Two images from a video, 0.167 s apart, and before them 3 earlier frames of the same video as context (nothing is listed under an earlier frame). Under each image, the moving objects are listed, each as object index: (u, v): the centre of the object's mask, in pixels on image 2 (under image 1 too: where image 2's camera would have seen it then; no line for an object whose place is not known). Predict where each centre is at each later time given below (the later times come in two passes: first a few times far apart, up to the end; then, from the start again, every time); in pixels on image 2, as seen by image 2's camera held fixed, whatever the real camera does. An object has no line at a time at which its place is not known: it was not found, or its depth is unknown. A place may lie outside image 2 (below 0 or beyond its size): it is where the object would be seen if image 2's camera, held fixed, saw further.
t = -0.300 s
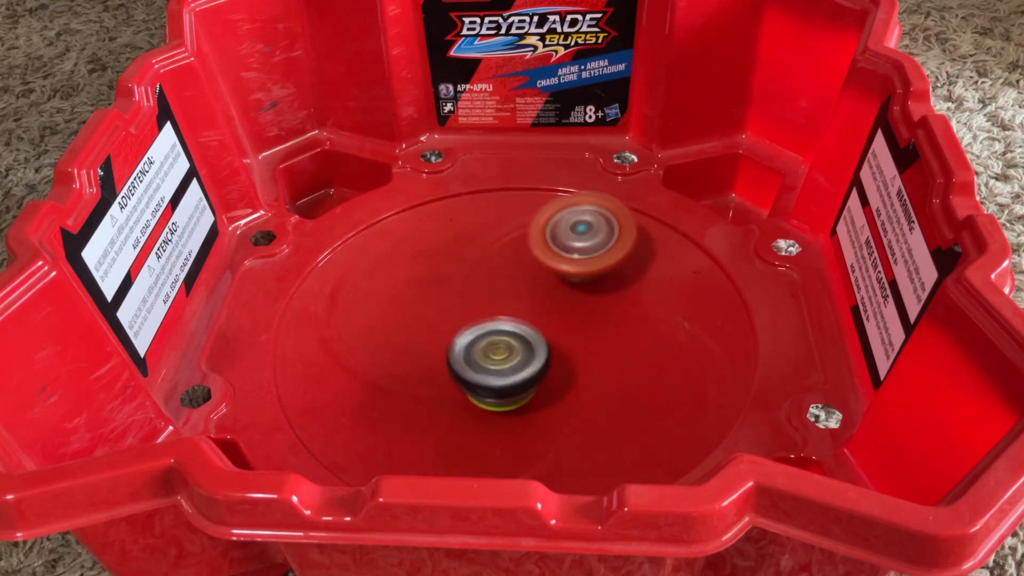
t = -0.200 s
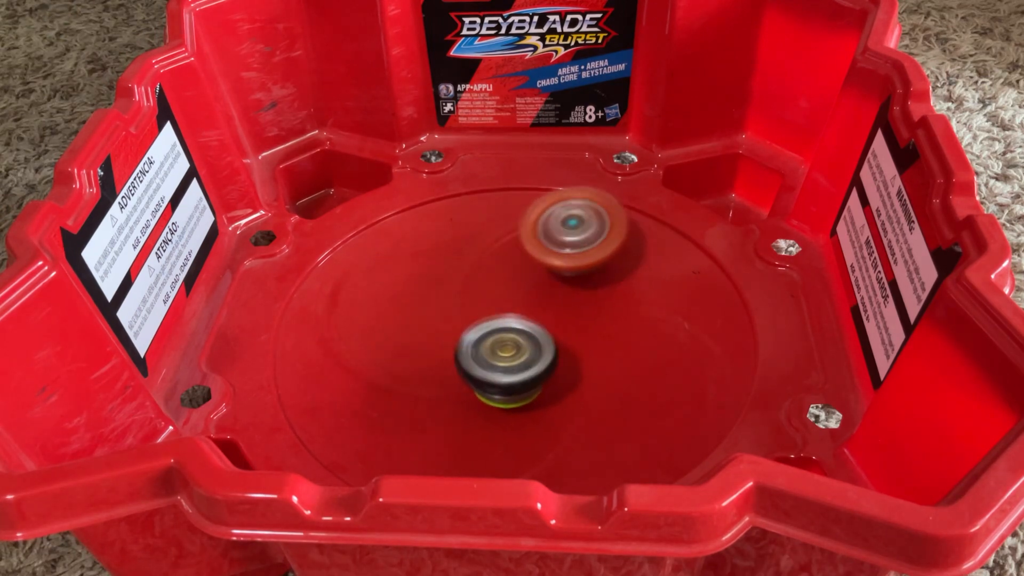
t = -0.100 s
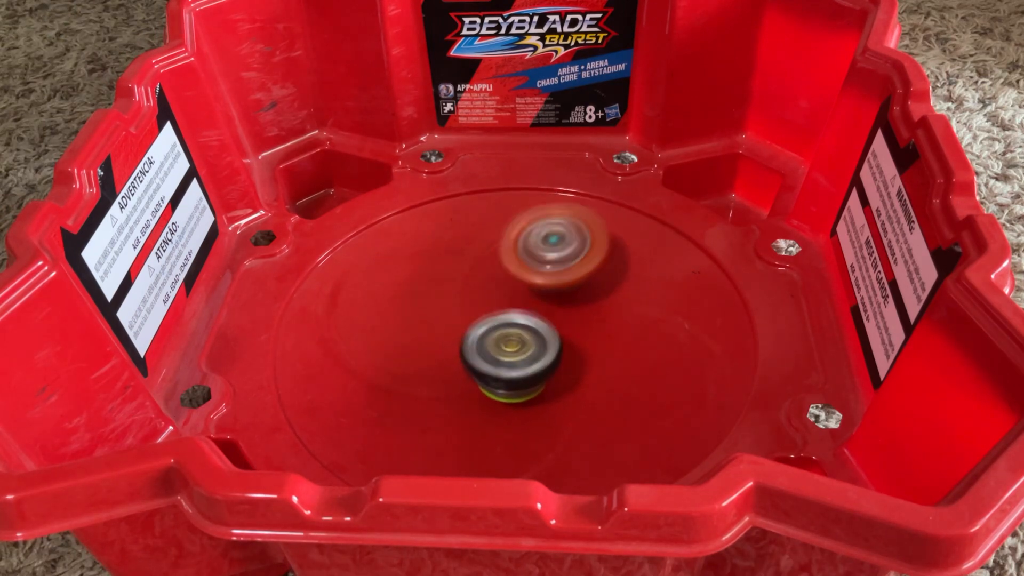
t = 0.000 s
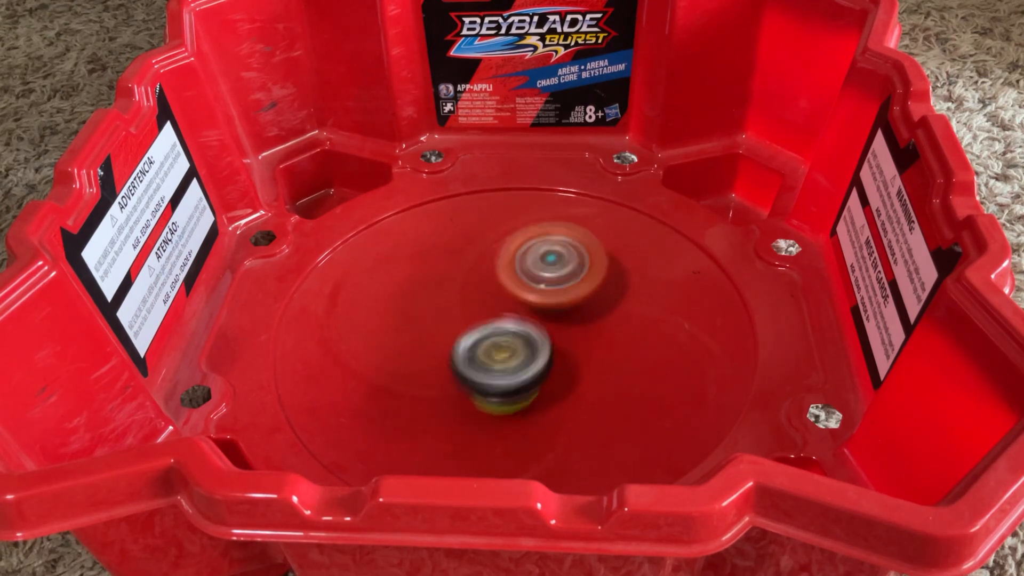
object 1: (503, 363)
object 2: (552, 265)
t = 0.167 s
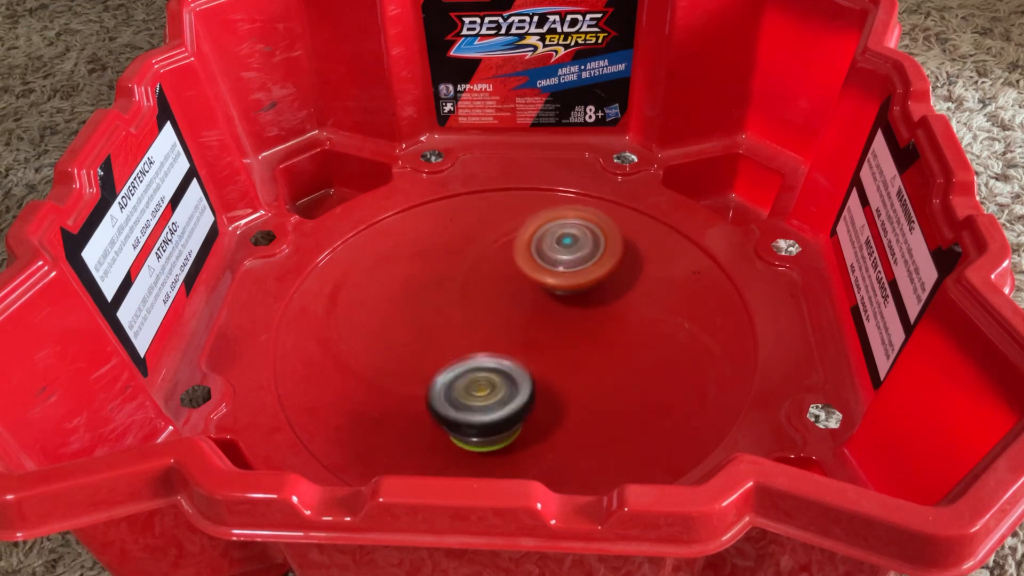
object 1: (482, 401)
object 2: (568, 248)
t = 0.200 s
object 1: (482, 403)
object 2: (566, 247)
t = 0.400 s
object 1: (486, 400)
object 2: (544, 277)
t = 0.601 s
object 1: (447, 398)
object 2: (586, 307)
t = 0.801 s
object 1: (420, 387)
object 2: (614, 277)
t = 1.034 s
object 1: (438, 340)
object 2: (552, 275)
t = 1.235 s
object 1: (399, 310)
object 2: (570, 284)
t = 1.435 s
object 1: (429, 281)
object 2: (610, 266)
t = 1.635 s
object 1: (467, 256)
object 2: (569, 284)
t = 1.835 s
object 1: (494, 244)
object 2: (589, 329)
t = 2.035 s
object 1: (548, 257)
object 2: (605, 362)
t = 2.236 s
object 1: (589, 281)
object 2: (581, 367)
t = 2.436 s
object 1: (615, 306)
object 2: (499, 370)
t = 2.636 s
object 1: (609, 341)
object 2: (437, 363)
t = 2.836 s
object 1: (574, 369)
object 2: (406, 336)
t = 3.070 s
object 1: (508, 379)
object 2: (412, 292)
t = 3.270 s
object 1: (454, 362)
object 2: (449, 260)
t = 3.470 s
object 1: (422, 330)
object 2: (499, 242)
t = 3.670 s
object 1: (420, 295)
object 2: (550, 242)
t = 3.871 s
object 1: (445, 269)
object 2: (589, 262)
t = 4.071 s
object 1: (489, 257)
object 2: (608, 296)
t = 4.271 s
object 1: (536, 260)
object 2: (597, 333)
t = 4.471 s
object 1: (577, 279)
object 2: (553, 361)
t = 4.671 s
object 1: (596, 312)
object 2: (501, 369)
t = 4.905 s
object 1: (583, 352)
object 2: (445, 349)
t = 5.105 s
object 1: (542, 373)
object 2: (425, 319)
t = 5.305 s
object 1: (492, 374)
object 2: (434, 285)
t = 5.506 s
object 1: (454, 351)
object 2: (468, 260)
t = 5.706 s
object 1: (433, 320)
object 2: (513, 247)
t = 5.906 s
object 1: (437, 296)
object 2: (563, 239)
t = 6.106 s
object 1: (466, 277)
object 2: (597, 258)
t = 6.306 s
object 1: (501, 266)
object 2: (601, 301)
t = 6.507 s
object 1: (518, 267)
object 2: (604, 346)
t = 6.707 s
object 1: (541, 284)
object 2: (555, 373)
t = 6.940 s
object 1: (563, 297)
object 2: (466, 379)
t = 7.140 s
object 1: (560, 309)
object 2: (420, 355)
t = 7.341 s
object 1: (543, 324)
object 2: (422, 312)
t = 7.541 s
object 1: (537, 343)
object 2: (458, 281)
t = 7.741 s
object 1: (529, 355)
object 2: (512, 270)
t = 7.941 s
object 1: (503, 369)
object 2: (559, 284)
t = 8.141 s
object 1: (475, 368)
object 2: (575, 315)
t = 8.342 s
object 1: (438, 356)
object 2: (562, 345)
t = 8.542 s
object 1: (418, 324)
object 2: (537, 352)
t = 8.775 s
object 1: (443, 280)
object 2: (504, 344)
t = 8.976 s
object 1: (498, 265)
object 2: (504, 337)
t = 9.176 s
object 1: (560, 284)
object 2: (491, 335)
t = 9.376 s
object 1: (588, 325)
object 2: (484, 336)
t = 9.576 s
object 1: (573, 375)
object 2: (464, 318)
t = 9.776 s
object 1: (506, 393)
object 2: (470, 292)
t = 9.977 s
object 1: (451, 367)
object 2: (502, 279)
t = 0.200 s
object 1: (482, 403)
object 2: (566, 247)
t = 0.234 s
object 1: (482, 404)
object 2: (563, 248)
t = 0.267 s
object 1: (483, 405)
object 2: (558, 251)
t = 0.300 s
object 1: (484, 405)
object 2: (553, 255)
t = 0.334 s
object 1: (484, 404)
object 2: (549, 262)
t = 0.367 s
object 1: (485, 402)
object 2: (546, 269)
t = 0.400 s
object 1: (486, 400)
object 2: (544, 277)
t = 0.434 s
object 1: (486, 397)
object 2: (544, 287)
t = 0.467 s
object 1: (487, 394)
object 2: (545, 296)
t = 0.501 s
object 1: (487, 390)
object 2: (547, 305)
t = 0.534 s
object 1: (483, 387)
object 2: (553, 312)
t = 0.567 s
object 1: (463, 394)
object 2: (571, 310)
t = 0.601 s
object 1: (447, 398)
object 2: (586, 307)
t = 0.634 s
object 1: (436, 400)
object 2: (597, 304)
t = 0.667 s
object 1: (428, 400)
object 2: (606, 299)
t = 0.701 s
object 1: (423, 398)
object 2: (612, 294)
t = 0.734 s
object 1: (421, 395)
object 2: (616, 288)
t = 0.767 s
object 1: (420, 392)
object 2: (616, 282)
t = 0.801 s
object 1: (420, 387)
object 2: (614, 277)
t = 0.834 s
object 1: (421, 382)
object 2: (608, 274)
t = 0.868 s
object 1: (423, 376)
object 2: (601, 271)
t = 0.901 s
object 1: (426, 369)
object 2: (593, 269)
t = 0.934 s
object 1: (430, 362)
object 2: (586, 268)
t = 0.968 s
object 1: (432, 355)
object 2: (577, 269)
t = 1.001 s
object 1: (435, 347)
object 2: (566, 271)
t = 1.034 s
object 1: (438, 340)
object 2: (552, 275)
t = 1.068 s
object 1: (442, 333)
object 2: (539, 281)
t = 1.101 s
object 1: (433, 327)
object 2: (539, 283)
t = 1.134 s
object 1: (417, 324)
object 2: (548, 285)
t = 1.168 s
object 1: (405, 319)
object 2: (554, 286)
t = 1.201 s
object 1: (399, 314)
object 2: (562, 286)
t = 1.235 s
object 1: (399, 310)
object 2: (570, 284)
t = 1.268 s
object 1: (401, 305)
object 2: (579, 283)
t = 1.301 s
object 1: (405, 300)
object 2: (587, 280)
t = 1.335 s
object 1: (410, 295)
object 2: (594, 277)
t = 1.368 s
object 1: (416, 290)
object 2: (599, 273)
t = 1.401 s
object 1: (422, 285)
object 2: (604, 269)
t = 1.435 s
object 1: (429, 281)
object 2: (610, 266)
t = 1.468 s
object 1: (436, 277)
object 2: (610, 265)
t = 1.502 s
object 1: (445, 273)
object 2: (603, 265)
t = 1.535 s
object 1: (452, 269)
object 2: (591, 267)
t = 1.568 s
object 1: (460, 266)
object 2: (577, 271)
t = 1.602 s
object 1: (468, 263)
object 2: (568, 275)
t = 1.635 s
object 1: (467, 256)
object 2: (569, 284)
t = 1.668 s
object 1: (466, 250)
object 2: (572, 293)
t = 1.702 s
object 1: (467, 246)
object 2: (573, 301)
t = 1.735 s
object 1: (471, 245)
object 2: (576, 309)
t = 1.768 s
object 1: (477, 243)
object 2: (580, 316)
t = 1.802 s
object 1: (486, 243)
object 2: (585, 323)
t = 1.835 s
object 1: (494, 244)
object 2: (589, 329)
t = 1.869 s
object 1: (503, 246)
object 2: (593, 336)
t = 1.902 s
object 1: (512, 247)
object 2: (596, 343)
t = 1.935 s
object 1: (521, 249)
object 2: (599, 348)
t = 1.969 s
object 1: (530, 251)
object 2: (601, 353)
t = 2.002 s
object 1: (539, 254)
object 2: (603, 358)
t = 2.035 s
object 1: (548, 257)
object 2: (605, 362)
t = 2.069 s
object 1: (556, 260)
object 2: (605, 365)
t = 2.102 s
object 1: (564, 264)
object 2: (605, 367)
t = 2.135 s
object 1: (571, 268)
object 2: (602, 368)
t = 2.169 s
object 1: (578, 273)
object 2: (597, 368)
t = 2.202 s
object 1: (585, 277)
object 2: (590, 367)
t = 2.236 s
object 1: (589, 281)
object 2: (581, 367)
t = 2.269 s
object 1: (595, 284)
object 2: (571, 365)
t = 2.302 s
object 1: (601, 289)
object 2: (558, 363)
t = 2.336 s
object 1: (608, 293)
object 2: (541, 366)
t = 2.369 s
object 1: (611, 296)
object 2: (526, 367)
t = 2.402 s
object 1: (614, 300)
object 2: (512, 369)
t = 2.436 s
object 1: (615, 306)
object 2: (499, 370)
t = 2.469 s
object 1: (616, 311)
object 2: (487, 371)
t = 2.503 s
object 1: (616, 318)
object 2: (476, 371)
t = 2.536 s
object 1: (615, 323)
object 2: (465, 369)
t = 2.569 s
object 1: (614, 329)
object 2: (455, 368)
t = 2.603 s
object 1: (611, 336)
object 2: (446, 366)
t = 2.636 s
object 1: (609, 341)
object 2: (437, 363)
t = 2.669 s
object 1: (606, 347)
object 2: (429, 360)
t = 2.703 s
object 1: (601, 352)
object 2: (422, 356)
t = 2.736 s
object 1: (595, 357)
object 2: (415, 352)
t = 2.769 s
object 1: (589, 362)
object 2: (410, 347)
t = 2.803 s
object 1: (582, 366)
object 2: (409, 341)
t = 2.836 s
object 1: (574, 369)
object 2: (406, 336)
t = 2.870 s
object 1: (564, 373)
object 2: (404, 330)
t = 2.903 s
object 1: (556, 375)
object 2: (403, 325)
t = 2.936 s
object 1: (547, 377)
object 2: (403, 318)
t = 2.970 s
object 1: (537, 380)
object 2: (404, 312)
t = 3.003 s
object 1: (528, 380)
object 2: (406, 305)
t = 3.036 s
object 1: (518, 380)
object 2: (409, 299)
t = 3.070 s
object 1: (508, 379)
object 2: (412, 292)
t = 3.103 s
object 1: (499, 378)
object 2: (417, 286)
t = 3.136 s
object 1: (490, 376)
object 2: (422, 280)
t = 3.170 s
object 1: (480, 373)
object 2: (428, 274)
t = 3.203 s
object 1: (472, 370)
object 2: (435, 269)
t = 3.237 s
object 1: (464, 366)
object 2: (442, 264)
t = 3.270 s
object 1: (454, 362)
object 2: (449, 260)
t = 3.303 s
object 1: (447, 358)
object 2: (457, 256)
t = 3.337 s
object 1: (442, 353)
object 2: (466, 253)
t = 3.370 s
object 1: (435, 347)
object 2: (474, 249)
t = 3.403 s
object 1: (430, 341)
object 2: (482, 246)
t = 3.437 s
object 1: (426, 336)
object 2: (490, 244)
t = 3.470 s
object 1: (422, 330)
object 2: (499, 242)
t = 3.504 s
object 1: (420, 323)
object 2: (508, 241)
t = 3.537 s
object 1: (418, 318)
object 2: (517, 240)
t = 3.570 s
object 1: (417, 312)
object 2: (525, 240)
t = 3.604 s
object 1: (417, 306)
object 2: (534, 240)
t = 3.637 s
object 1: (418, 300)
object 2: (542, 241)
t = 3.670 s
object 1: (420, 295)
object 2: (550, 242)
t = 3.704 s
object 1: (421, 290)
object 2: (557, 244)
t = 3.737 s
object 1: (425, 285)
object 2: (565, 247)
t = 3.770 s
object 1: (429, 281)
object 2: (572, 250)
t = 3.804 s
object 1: (433, 277)
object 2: (578, 253)
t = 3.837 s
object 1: (439, 273)
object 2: (584, 257)
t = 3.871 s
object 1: (445, 269)
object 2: (589, 262)
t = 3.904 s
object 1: (450, 267)
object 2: (594, 268)
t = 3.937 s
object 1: (457, 264)
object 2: (597, 273)
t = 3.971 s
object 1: (465, 262)
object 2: (602, 278)
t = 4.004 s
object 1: (472, 260)
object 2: (605, 284)
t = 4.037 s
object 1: (480, 258)
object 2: (607, 290)
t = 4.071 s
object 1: (489, 257)
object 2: (608, 296)
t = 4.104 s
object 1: (497, 257)
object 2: (609, 302)
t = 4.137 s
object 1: (505, 256)
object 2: (608, 308)
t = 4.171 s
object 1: (513, 256)
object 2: (607, 314)
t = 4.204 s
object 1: (521, 257)
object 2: (605, 321)
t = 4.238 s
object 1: (529, 259)
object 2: (601, 327)
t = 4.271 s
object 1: (536, 260)
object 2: (597, 333)
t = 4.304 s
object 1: (544, 262)
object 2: (592, 339)
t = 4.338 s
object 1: (551, 264)
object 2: (586, 345)
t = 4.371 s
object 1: (557, 267)
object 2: (579, 350)
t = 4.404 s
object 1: (564, 270)
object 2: (571, 355)
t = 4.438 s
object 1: (571, 273)
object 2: (561, 359)
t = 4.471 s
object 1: (577, 279)
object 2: (553, 361)
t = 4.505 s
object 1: (582, 284)
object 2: (544, 364)
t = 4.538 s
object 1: (587, 289)
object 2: (536, 367)
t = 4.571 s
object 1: (591, 294)
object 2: (527, 368)
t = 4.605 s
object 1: (593, 301)
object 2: (519, 369)
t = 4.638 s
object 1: (595, 306)
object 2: (510, 369)
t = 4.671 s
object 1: (596, 312)
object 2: (501, 369)
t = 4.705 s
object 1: (597, 318)
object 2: (492, 368)
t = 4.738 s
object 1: (596, 325)
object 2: (483, 366)
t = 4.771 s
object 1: (595, 330)
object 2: (474, 364)
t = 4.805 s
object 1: (593, 336)
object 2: (466, 360)
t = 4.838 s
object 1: (591, 341)
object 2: (458, 357)
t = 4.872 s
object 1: (587, 347)
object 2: (451, 353)
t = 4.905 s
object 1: (583, 352)
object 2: (445, 349)
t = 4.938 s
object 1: (578, 357)
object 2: (440, 344)
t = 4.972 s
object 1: (572, 361)
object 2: (435, 339)
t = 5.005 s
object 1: (564, 365)
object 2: (431, 335)
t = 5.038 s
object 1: (557, 368)
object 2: (429, 329)
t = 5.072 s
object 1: (550, 371)
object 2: (427, 322)
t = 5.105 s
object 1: (542, 373)
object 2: (425, 319)
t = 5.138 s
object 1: (534, 375)
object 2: (425, 313)
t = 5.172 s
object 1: (525, 376)
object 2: (425, 307)
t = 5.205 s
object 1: (517, 376)
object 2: (426, 301)
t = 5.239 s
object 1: (509, 376)
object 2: (428, 295)
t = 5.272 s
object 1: (501, 375)
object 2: (431, 290)
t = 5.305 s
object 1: (492, 374)
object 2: (434, 285)
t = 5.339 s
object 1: (485, 372)
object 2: (438, 279)
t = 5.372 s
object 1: (478, 369)
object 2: (443, 274)
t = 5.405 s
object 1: (471, 365)
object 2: (448, 270)
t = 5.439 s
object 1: (465, 361)
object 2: (454, 266)
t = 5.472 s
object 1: (458, 357)
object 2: (462, 263)
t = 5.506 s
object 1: (454, 351)
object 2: (468, 260)
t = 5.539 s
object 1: (450, 346)
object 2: (474, 257)
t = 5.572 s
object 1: (446, 340)
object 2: (480, 254)
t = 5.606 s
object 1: (442, 335)
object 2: (487, 252)
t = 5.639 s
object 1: (439, 329)
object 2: (494, 251)
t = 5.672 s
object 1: (438, 323)
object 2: (501, 250)
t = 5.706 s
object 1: (433, 320)
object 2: (513, 247)
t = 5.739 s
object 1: (430, 317)
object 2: (524, 245)
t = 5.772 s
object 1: (430, 313)
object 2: (533, 243)
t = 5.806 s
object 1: (431, 309)
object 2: (542, 241)
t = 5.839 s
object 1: (432, 304)
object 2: (549, 240)
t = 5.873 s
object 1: (434, 300)
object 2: (556, 239)
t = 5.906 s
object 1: (437, 296)
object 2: (563, 239)
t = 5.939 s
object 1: (441, 292)
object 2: (568, 240)
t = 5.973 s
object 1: (445, 288)
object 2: (575, 242)
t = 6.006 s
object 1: (450, 285)
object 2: (582, 245)
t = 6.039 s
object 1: (455, 282)
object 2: (588, 249)
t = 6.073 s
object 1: (460, 279)
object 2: (593, 253)
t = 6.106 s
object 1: (466, 277)
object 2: (597, 258)
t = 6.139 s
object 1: (473, 274)
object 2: (600, 263)
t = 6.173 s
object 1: (480, 272)
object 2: (599, 271)
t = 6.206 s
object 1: (486, 271)
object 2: (598, 278)
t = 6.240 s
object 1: (493, 270)
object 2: (597, 285)
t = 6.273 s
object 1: (498, 270)
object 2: (598, 292)
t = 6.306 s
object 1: (501, 266)
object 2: (601, 301)
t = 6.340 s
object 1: (499, 264)
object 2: (607, 312)
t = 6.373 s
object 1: (500, 263)
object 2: (608, 319)
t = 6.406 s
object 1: (503, 264)
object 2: (608, 326)
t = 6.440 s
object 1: (508, 265)
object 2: (609, 334)
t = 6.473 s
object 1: (513, 266)
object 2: (607, 340)
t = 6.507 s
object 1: (518, 267)
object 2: (604, 346)
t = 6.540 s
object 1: (523, 270)
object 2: (599, 352)
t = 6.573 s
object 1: (527, 272)
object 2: (593, 357)
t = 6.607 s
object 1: (530, 274)
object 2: (585, 362)
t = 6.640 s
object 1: (534, 277)
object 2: (577, 368)
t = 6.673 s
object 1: (537, 281)
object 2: (566, 371)
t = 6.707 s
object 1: (541, 284)
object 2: (555, 373)
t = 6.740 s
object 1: (543, 287)
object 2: (544, 374)
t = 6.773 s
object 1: (545, 291)
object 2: (534, 375)
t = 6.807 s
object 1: (547, 295)
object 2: (522, 374)
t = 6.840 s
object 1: (548, 298)
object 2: (512, 373)
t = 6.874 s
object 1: (552, 301)
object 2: (497, 374)
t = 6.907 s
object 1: (559, 298)
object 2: (480, 379)
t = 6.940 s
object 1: (563, 297)
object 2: (466, 379)
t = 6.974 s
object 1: (564, 297)
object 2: (455, 378)
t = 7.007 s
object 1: (564, 299)
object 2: (446, 376)
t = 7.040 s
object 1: (564, 301)
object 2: (437, 371)
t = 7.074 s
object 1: (563, 304)
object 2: (431, 367)
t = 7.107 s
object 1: (562, 307)
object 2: (424, 361)
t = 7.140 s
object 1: (560, 309)
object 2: (420, 355)
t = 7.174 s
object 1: (558, 312)
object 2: (416, 348)
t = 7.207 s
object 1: (556, 315)
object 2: (415, 341)
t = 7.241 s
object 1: (554, 317)
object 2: (415, 334)
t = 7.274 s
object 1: (551, 320)
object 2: (416, 327)
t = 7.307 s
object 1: (547, 322)
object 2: (418, 320)
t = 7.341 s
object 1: (543, 324)
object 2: (422, 312)
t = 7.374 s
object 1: (539, 326)
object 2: (427, 307)
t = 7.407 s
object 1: (536, 329)
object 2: (432, 301)
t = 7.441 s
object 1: (537, 335)
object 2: (436, 294)
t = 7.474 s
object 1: (538, 339)
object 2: (443, 288)
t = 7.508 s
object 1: (538, 341)
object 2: (451, 284)
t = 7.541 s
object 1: (537, 343)
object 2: (458, 281)
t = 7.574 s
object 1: (536, 344)
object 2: (467, 278)
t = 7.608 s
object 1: (534, 345)
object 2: (475, 275)
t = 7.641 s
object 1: (533, 347)
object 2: (483, 273)
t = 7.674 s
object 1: (531, 351)
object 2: (493, 271)
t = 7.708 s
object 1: (530, 353)
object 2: (503, 270)
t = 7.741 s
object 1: (529, 355)
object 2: (512, 270)
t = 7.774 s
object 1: (527, 357)
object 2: (521, 271)
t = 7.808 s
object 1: (524, 358)
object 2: (528, 273)
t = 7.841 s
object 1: (519, 360)
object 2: (537, 275)
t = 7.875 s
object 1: (512, 365)
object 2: (545, 276)
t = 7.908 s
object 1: (507, 368)
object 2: (552, 280)
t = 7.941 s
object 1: (503, 369)
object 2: (559, 284)
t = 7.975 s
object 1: (500, 370)
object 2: (563, 289)
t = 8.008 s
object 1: (496, 370)
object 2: (566, 293)
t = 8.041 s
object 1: (492, 370)
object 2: (568, 298)
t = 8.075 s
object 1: (488, 370)
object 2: (571, 304)
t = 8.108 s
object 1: (484, 369)
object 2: (572, 311)
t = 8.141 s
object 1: (475, 368)
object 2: (575, 315)
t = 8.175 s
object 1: (462, 368)
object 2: (580, 318)
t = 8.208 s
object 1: (454, 368)
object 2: (580, 323)
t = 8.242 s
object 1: (448, 366)
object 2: (578, 328)
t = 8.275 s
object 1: (444, 363)
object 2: (574, 335)
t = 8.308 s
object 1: (440, 360)
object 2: (568, 340)
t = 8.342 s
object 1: (438, 356)
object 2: (562, 345)
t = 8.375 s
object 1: (436, 351)
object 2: (554, 349)
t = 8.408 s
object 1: (426, 345)
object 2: (554, 350)
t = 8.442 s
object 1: (419, 339)
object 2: (555, 351)
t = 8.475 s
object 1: (417, 334)
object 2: (552, 352)
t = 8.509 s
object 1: (416, 329)
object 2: (545, 352)
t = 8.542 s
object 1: (418, 324)
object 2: (537, 352)
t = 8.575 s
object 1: (420, 319)
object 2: (529, 350)
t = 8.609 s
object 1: (422, 313)
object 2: (521, 348)
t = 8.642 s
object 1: (424, 306)
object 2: (515, 345)
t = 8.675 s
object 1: (427, 299)
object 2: (511, 344)
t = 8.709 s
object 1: (430, 292)
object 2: (506, 343)
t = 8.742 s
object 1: (436, 286)
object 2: (504, 344)
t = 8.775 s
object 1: (443, 280)
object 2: (504, 344)
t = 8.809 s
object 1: (451, 277)
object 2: (503, 344)
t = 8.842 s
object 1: (459, 273)
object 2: (504, 343)
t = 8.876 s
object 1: (469, 270)
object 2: (504, 342)
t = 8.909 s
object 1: (477, 268)
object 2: (504, 340)
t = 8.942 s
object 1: (487, 265)
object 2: (505, 338)
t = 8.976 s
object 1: (498, 265)
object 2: (504, 337)
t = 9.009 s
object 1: (509, 265)
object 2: (503, 336)
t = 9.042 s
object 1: (521, 266)
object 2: (501, 335)
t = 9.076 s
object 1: (531, 268)
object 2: (498, 333)
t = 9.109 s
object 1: (541, 271)
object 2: (496, 335)
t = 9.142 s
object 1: (551, 277)
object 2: (494, 334)
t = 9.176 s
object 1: (560, 284)
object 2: (491, 335)
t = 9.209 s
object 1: (568, 290)
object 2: (488, 337)
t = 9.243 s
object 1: (574, 296)
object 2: (486, 337)
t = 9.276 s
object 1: (579, 303)
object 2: (484, 338)
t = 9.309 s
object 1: (583, 310)
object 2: (485, 338)
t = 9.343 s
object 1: (585, 317)
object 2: (484, 337)
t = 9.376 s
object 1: (588, 325)
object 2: (484, 336)
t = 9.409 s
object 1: (588, 332)
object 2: (482, 334)
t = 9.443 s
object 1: (588, 340)
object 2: (478, 331)
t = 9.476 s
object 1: (588, 350)
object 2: (474, 330)
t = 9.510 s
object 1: (587, 361)
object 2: (470, 326)
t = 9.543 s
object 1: (581, 368)
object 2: (467, 322)
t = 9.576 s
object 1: (573, 375)
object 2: (464, 318)
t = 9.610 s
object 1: (563, 381)
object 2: (462, 314)
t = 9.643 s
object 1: (553, 385)
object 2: (462, 308)
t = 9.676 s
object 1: (540, 389)
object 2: (462, 304)
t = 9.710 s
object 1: (529, 392)
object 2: (464, 300)
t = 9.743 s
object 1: (518, 393)
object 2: (467, 295)
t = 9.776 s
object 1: (506, 393)
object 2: (470, 292)
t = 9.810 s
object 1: (495, 392)
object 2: (475, 288)
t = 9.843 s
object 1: (484, 389)
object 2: (479, 286)
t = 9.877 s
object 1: (475, 385)
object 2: (485, 283)
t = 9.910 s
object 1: (466, 380)
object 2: (490, 281)
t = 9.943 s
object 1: (457, 373)
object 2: (496, 280)
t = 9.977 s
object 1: (451, 367)
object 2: (502, 279)
